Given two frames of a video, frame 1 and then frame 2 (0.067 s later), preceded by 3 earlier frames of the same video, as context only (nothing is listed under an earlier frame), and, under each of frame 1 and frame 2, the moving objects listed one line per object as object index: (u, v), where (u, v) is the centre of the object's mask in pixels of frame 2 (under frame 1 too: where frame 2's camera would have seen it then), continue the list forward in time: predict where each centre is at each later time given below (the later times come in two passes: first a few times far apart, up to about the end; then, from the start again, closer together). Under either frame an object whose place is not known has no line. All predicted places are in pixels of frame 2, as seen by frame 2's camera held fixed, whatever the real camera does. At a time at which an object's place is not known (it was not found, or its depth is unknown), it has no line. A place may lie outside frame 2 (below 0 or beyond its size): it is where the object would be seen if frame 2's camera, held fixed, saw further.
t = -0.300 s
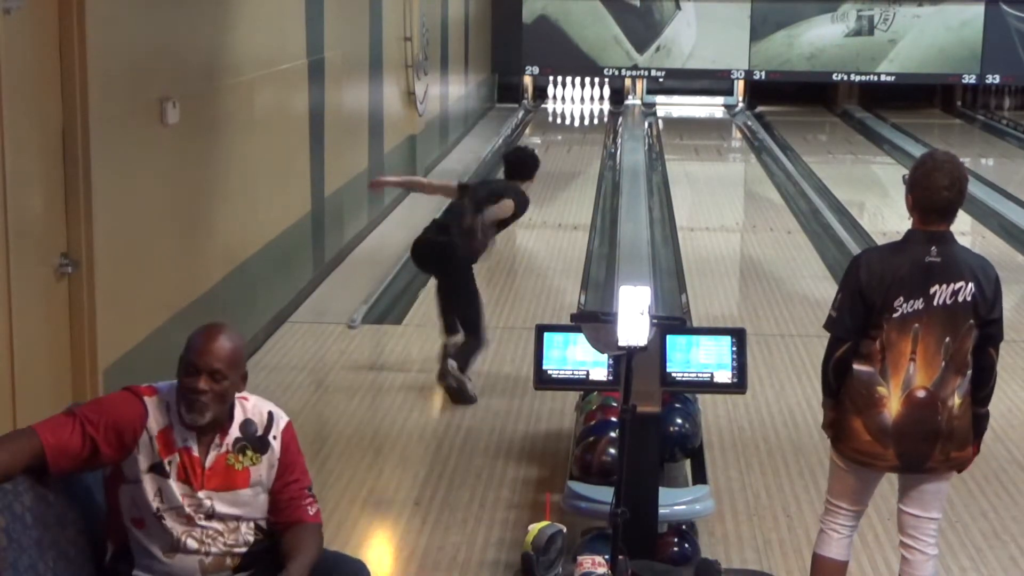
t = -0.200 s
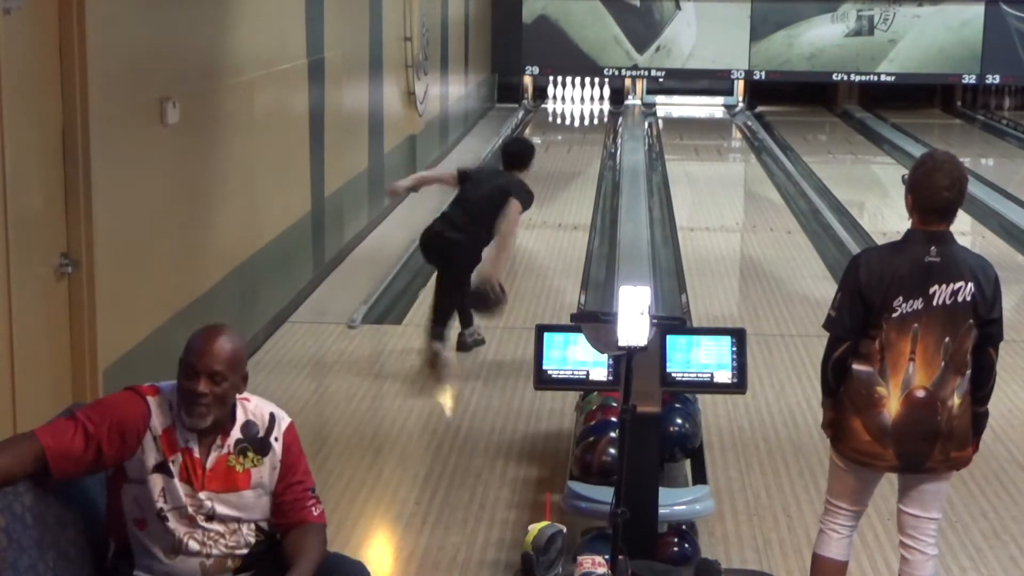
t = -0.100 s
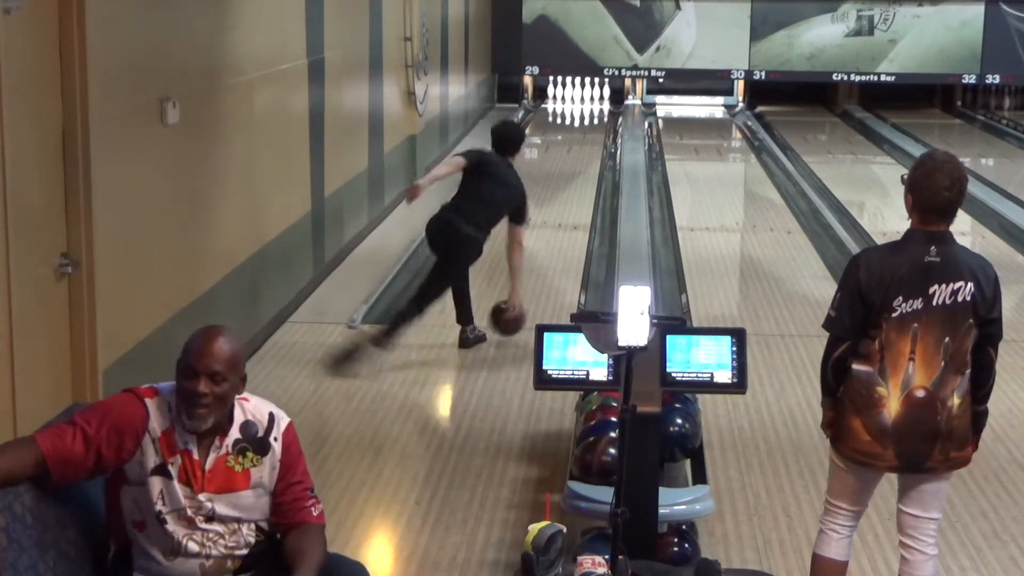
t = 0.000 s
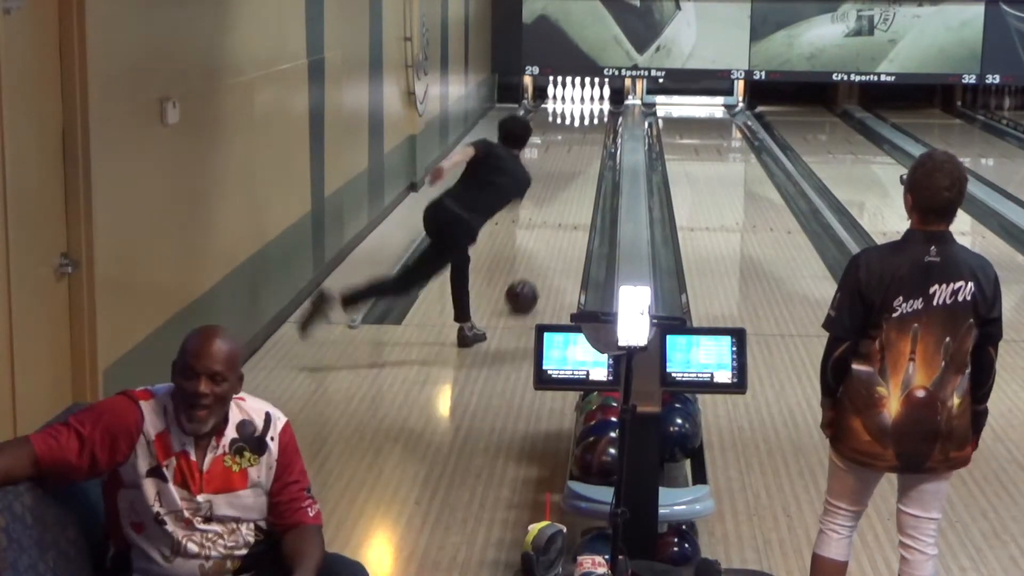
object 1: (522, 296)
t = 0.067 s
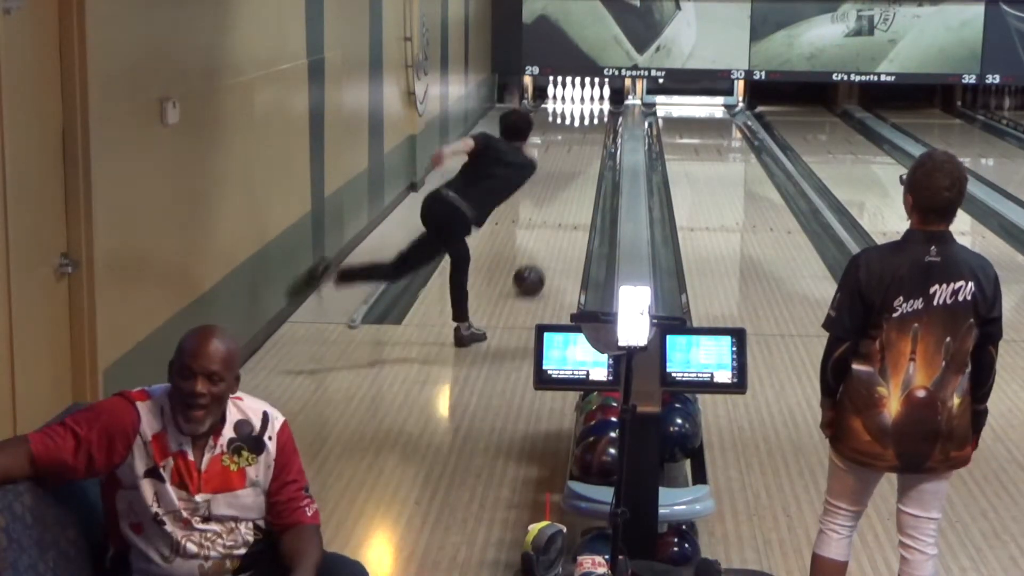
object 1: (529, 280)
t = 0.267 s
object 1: (547, 239)
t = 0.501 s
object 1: (561, 206)
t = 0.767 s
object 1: (575, 169)
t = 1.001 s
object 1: (581, 151)
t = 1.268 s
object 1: (586, 132)
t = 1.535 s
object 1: (588, 117)
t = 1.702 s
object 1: (587, 109)
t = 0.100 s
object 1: (532, 273)
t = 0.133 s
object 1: (536, 265)
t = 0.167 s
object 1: (539, 258)
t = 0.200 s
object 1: (541, 252)
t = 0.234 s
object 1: (544, 245)
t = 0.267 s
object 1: (547, 239)
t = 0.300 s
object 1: (550, 233)
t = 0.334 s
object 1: (552, 228)
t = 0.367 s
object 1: (554, 222)
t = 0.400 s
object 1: (556, 217)
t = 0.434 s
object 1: (558, 212)
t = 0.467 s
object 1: (560, 208)
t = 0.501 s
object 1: (561, 206)
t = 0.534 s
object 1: (561, 204)
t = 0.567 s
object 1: (562, 201)
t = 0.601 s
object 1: (564, 198)
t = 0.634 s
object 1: (572, 178)
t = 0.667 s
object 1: (573, 175)
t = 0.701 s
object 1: (574, 172)
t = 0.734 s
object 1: (574, 171)
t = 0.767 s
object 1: (575, 169)
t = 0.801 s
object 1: (575, 167)
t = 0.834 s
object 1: (576, 165)
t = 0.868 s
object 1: (577, 162)
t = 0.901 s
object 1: (578, 159)
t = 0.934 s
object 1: (579, 156)
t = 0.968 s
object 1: (580, 154)
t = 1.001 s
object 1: (581, 151)
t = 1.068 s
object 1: (583, 145)
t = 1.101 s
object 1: (583, 143)
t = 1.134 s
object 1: (584, 141)
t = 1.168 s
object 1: (584, 138)
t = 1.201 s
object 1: (585, 136)
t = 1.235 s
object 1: (585, 134)
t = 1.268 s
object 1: (586, 132)
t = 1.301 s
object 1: (586, 130)
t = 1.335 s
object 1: (586, 128)
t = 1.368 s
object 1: (587, 126)
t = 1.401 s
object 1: (587, 124)
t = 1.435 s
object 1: (587, 122)
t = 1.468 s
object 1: (587, 120)
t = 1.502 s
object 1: (587, 118)
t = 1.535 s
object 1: (588, 117)
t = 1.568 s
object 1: (587, 115)
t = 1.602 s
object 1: (587, 114)
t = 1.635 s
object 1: (587, 112)
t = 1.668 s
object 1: (587, 110)
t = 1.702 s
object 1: (587, 109)
